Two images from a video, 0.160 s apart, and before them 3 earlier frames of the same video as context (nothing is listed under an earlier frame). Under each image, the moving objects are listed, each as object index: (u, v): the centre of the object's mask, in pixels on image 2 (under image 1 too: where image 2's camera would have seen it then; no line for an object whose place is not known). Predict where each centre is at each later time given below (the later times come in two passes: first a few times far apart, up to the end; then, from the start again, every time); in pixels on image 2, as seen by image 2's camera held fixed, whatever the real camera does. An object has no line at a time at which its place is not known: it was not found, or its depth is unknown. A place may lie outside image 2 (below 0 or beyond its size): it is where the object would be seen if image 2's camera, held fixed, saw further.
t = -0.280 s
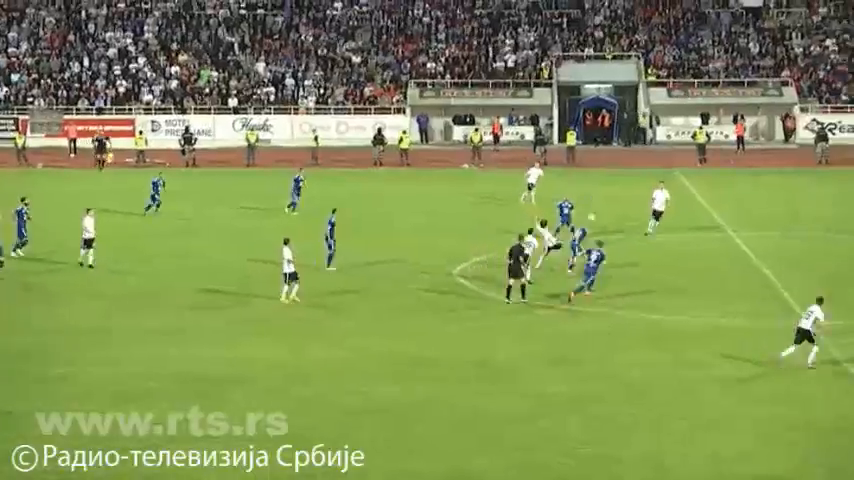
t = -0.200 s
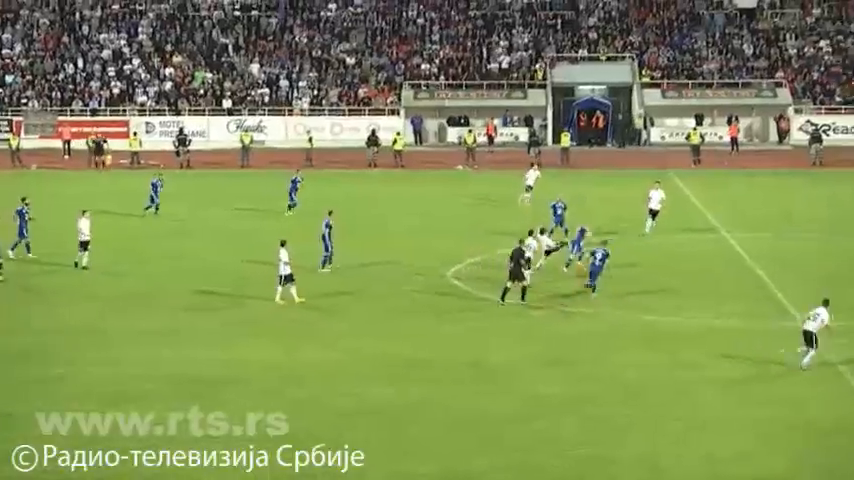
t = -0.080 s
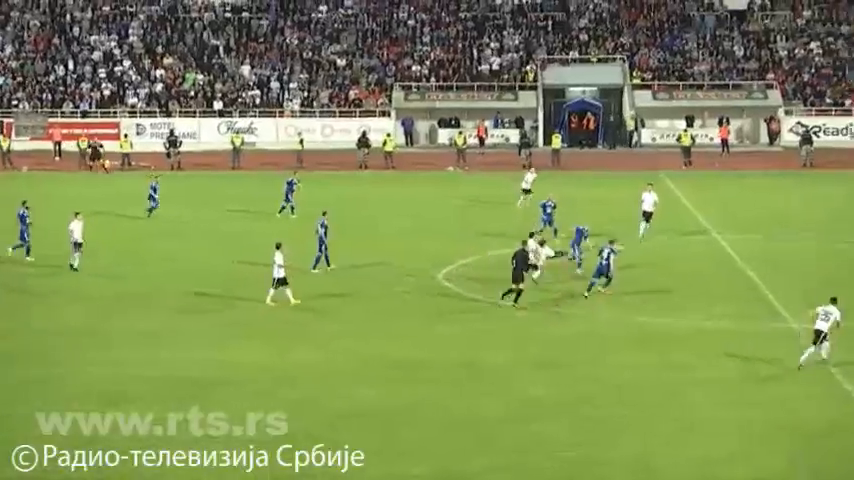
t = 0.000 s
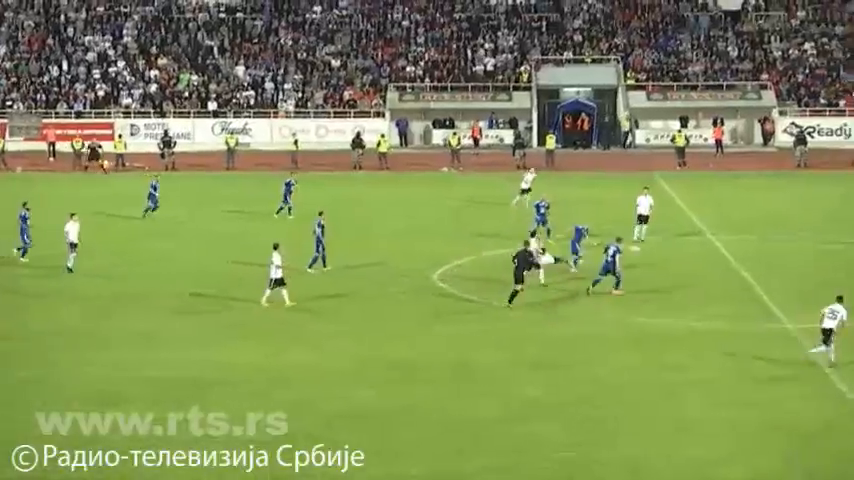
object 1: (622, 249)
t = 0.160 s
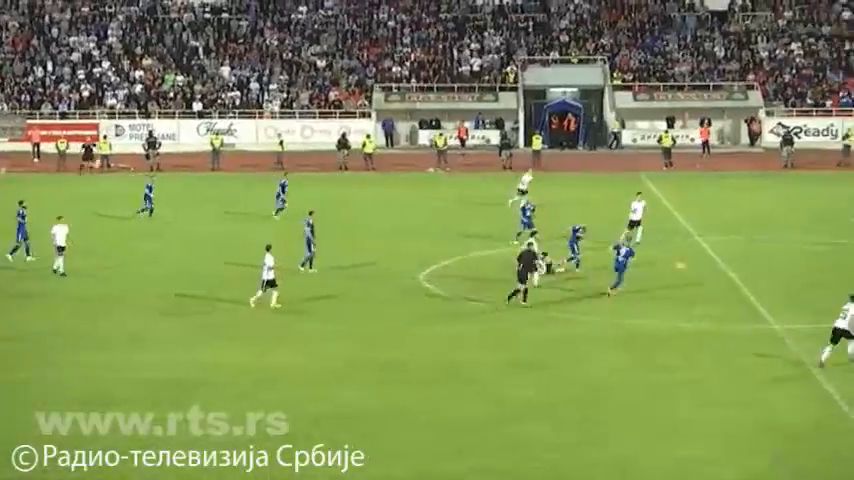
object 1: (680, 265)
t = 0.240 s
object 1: (708, 277)
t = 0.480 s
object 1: (775, 266)
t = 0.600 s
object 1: (808, 265)
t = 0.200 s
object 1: (695, 271)
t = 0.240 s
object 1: (708, 277)
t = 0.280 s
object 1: (722, 280)
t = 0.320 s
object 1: (731, 276)
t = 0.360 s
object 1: (743, 273)
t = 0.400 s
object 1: (754, 269)
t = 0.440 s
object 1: (764, 268)
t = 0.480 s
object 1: (775, 266)
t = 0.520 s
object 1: (786, 266)
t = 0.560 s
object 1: (797, 265)
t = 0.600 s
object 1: (808, 265)
